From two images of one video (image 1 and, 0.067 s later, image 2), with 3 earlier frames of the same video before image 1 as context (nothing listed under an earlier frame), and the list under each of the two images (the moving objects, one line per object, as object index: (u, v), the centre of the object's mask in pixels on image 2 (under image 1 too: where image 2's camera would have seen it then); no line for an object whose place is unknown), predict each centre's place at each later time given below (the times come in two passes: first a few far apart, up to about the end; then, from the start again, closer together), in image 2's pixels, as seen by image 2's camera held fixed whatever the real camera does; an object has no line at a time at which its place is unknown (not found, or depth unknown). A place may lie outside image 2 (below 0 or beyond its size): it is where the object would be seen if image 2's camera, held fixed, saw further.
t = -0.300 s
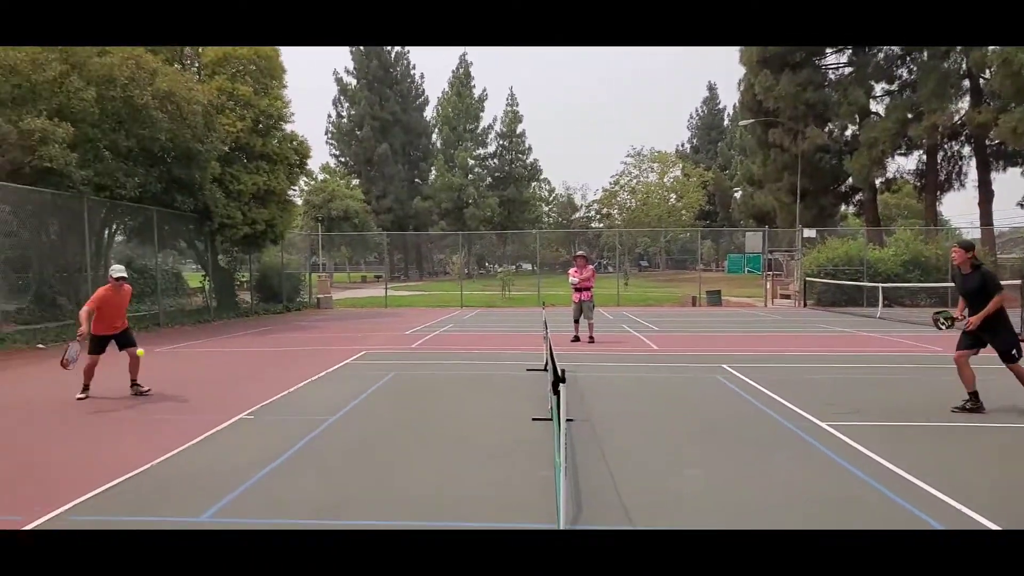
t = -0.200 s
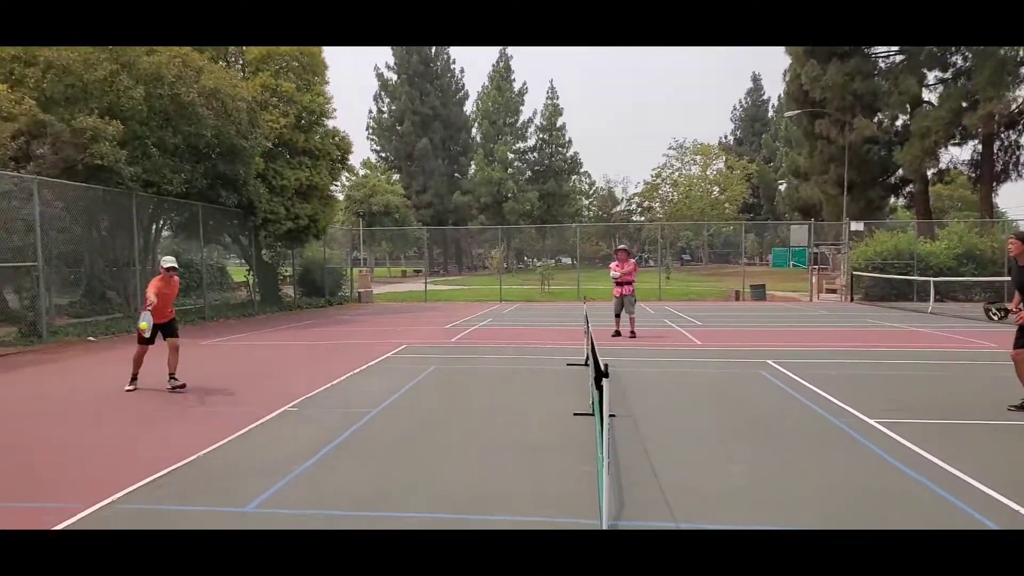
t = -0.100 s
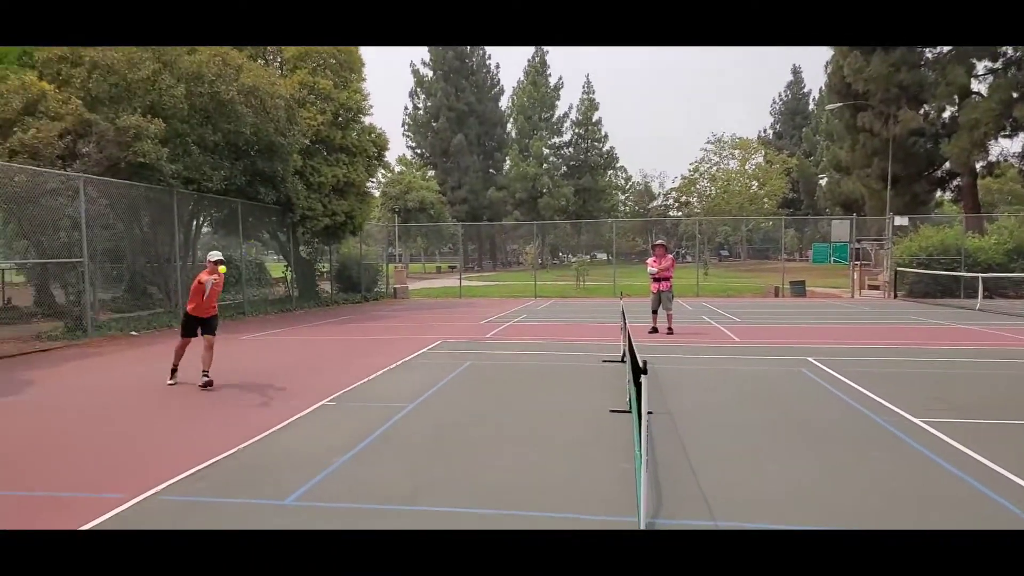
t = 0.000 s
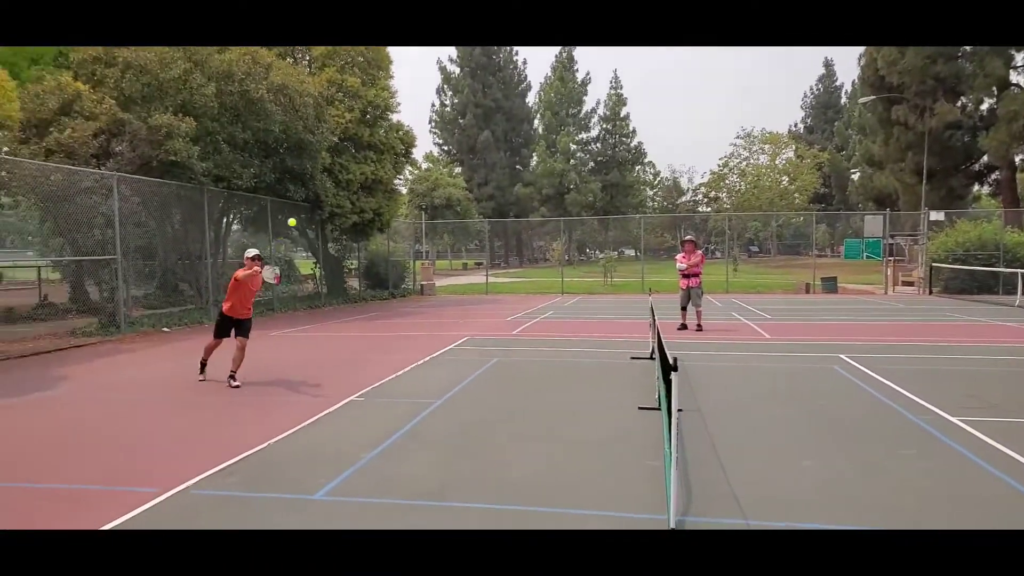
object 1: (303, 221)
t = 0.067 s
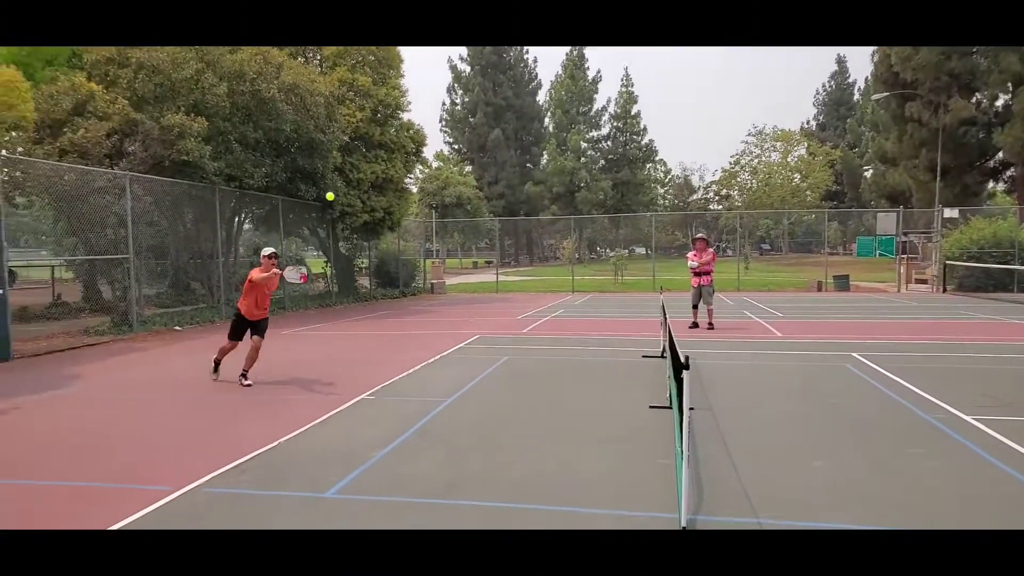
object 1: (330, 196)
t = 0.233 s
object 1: (403, 150)
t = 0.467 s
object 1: (515, 134)
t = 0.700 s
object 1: (639, 188)
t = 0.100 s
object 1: (344, 185)
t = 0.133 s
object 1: (358, 175)
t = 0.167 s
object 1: (373, 166)
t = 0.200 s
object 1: (388, 158)
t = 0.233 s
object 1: (403, 150)
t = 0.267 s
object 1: (418, 144)
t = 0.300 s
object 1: (435, 141)
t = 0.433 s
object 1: (499, 132)
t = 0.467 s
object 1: (515, 134)
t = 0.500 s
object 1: (532, 137)
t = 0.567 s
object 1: (566, 147)
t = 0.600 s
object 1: (583, 155)
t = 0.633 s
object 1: (601, 164)
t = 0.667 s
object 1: (620, 175)
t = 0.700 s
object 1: (639, 188)
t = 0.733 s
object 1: (659, 202)
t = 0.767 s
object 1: (679, 218)
